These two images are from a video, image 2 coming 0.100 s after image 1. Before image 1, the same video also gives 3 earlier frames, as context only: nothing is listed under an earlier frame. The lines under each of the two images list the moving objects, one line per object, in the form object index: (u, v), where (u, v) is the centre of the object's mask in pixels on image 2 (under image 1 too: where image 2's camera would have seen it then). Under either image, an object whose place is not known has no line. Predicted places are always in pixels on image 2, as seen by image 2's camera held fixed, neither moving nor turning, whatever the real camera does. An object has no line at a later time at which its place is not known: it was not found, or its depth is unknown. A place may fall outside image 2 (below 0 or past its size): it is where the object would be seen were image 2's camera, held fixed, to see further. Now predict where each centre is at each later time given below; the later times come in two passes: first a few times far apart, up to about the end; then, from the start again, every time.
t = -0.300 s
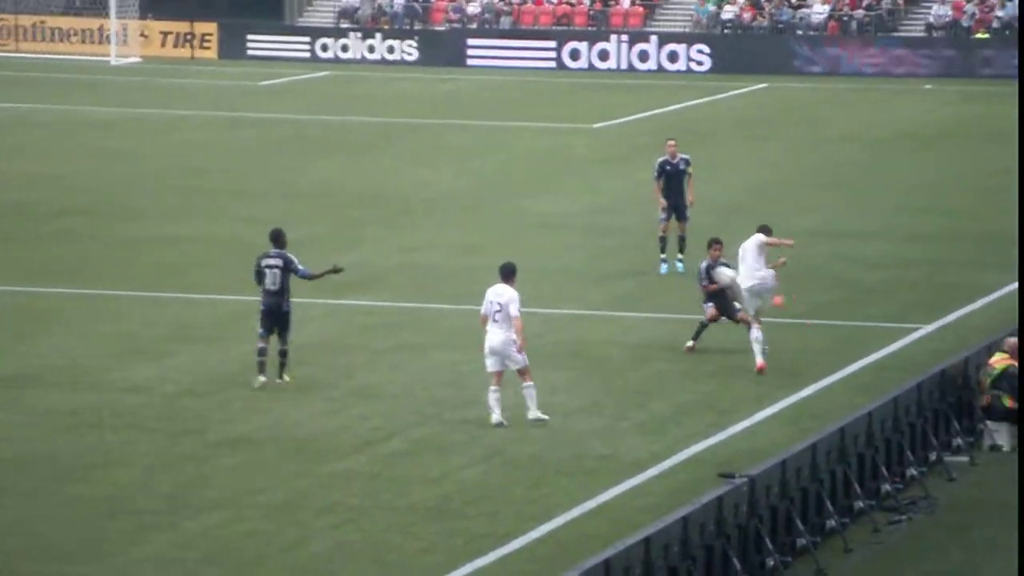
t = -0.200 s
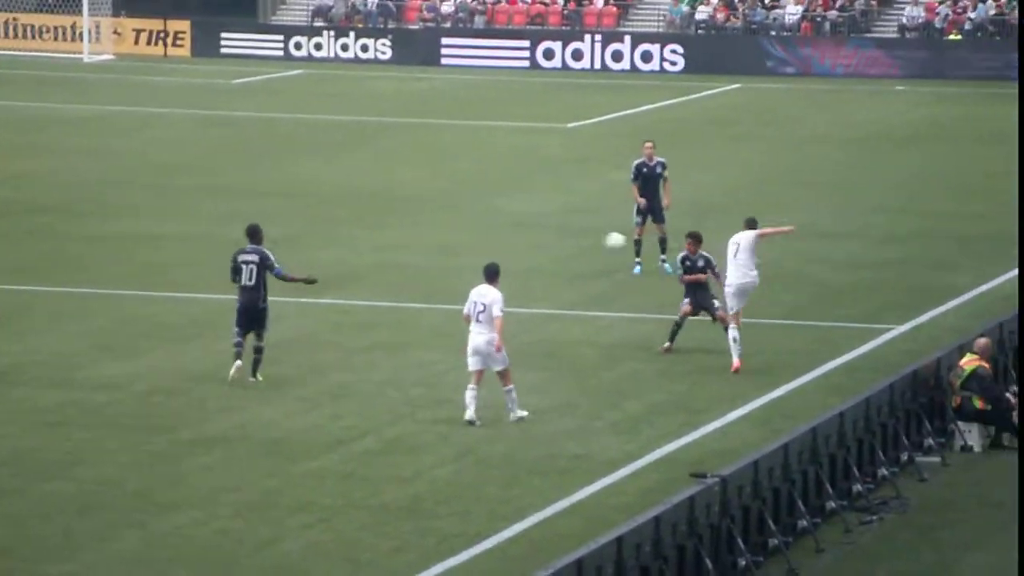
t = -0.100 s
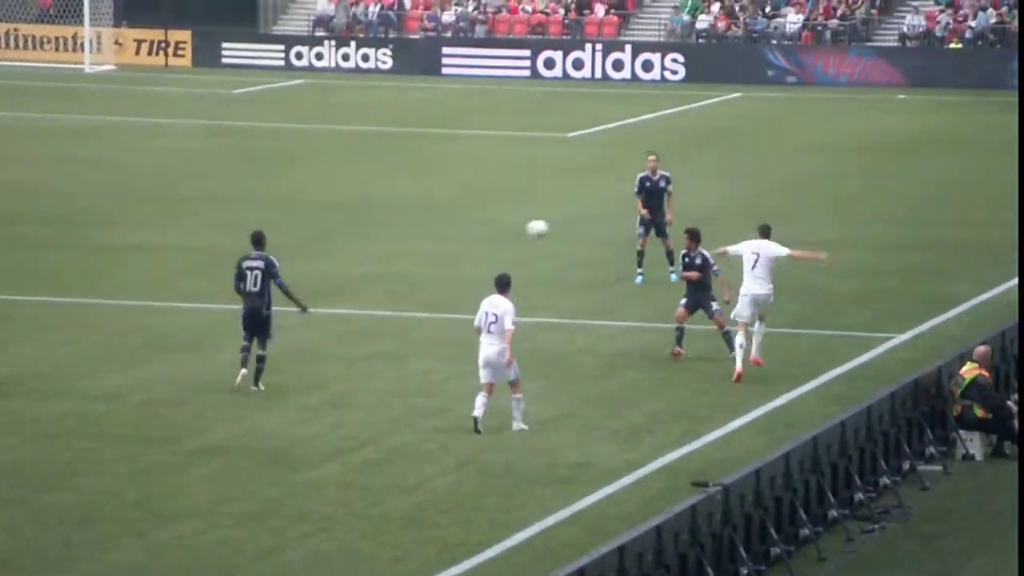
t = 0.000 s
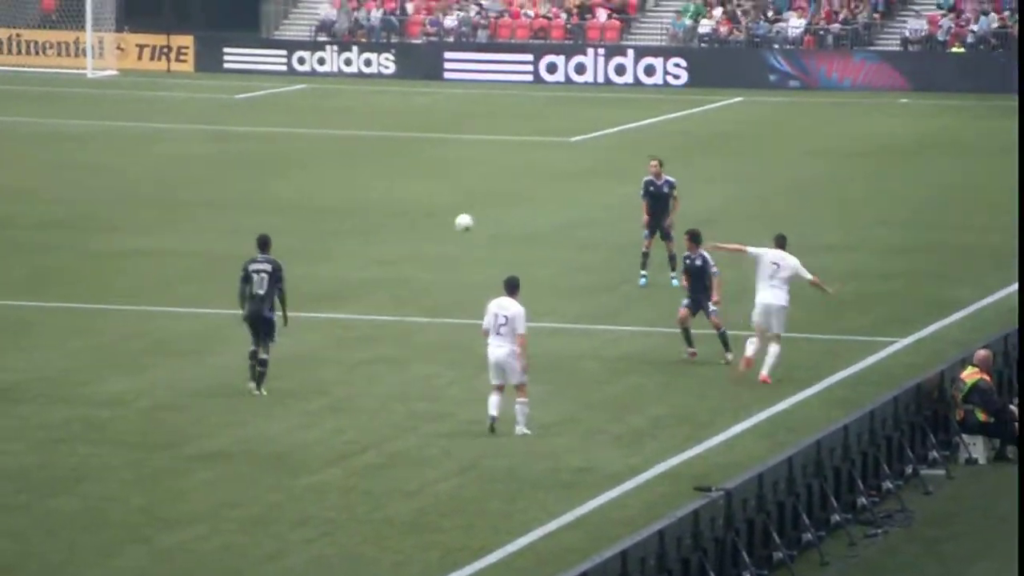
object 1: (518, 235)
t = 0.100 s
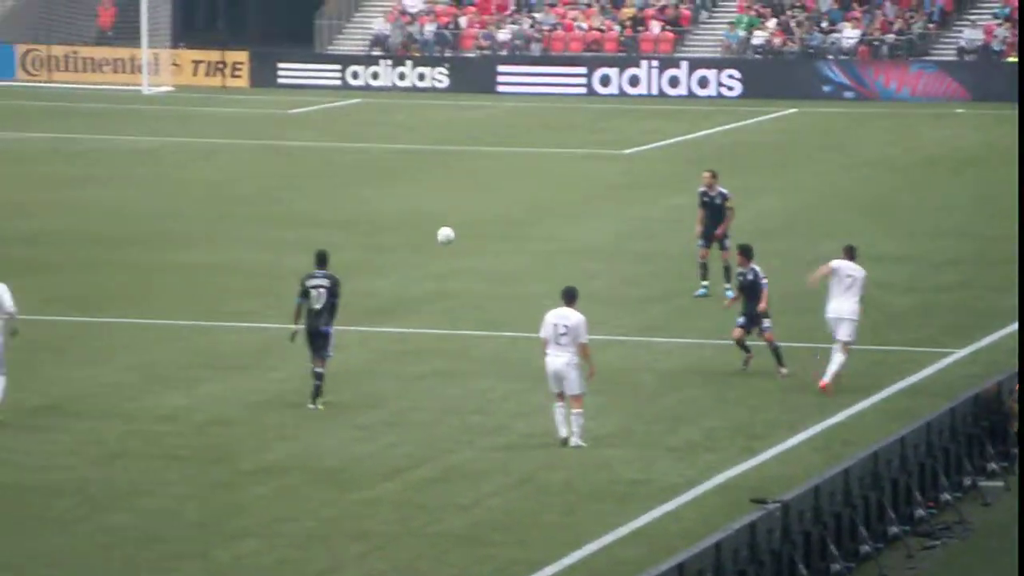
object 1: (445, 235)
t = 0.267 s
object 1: (333, 254)
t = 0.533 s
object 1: (178, 292)
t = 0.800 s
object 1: (71, 242)
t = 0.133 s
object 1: (422, 237)
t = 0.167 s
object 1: (399, 240)
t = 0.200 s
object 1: (376, 244)
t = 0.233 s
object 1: (353, 250)
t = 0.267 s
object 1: (333, 254)
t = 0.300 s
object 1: (308, 263)
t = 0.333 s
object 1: (288, 271)
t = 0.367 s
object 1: (267, 280)
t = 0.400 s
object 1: (246, 290)
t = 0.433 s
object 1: (226, 300)
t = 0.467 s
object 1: (206, 312)
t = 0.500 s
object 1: (192, 302)
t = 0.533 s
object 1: (178, 292)
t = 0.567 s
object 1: (164, 281)
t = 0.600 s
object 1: (150, 273)
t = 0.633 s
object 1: (137, 265)
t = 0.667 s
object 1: (124, 259)
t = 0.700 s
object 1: (110, 253)
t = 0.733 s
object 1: (96, 248)
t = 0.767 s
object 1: (83, 245)
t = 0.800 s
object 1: (71, 242)
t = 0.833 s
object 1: (57, 241)
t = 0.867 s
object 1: (44, 240)
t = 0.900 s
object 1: (32, 241)
